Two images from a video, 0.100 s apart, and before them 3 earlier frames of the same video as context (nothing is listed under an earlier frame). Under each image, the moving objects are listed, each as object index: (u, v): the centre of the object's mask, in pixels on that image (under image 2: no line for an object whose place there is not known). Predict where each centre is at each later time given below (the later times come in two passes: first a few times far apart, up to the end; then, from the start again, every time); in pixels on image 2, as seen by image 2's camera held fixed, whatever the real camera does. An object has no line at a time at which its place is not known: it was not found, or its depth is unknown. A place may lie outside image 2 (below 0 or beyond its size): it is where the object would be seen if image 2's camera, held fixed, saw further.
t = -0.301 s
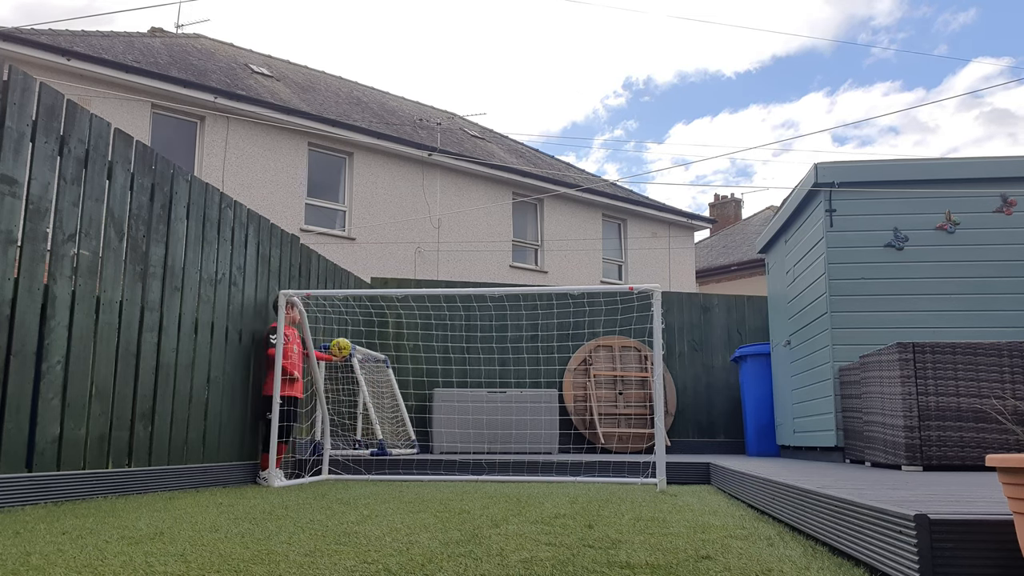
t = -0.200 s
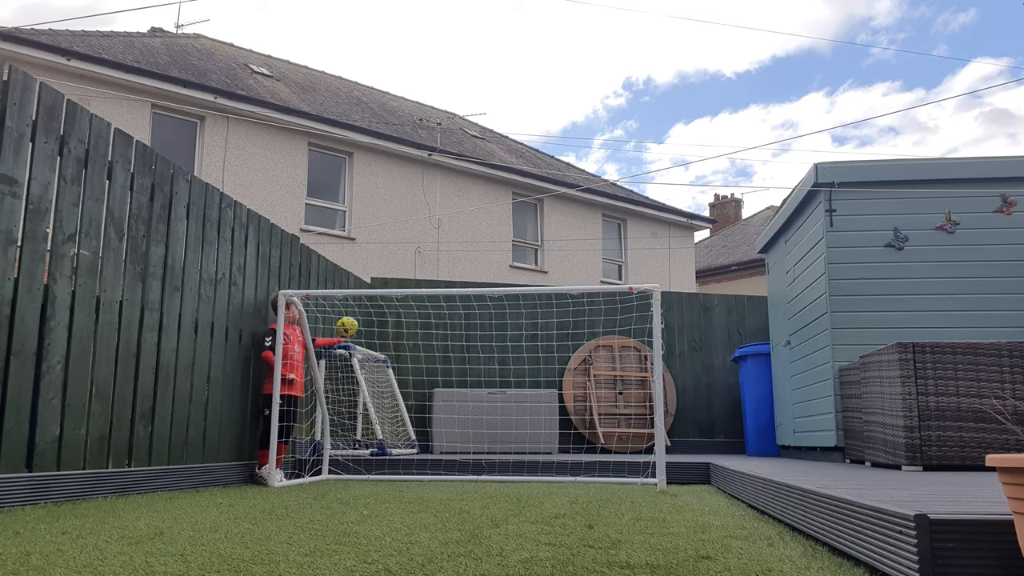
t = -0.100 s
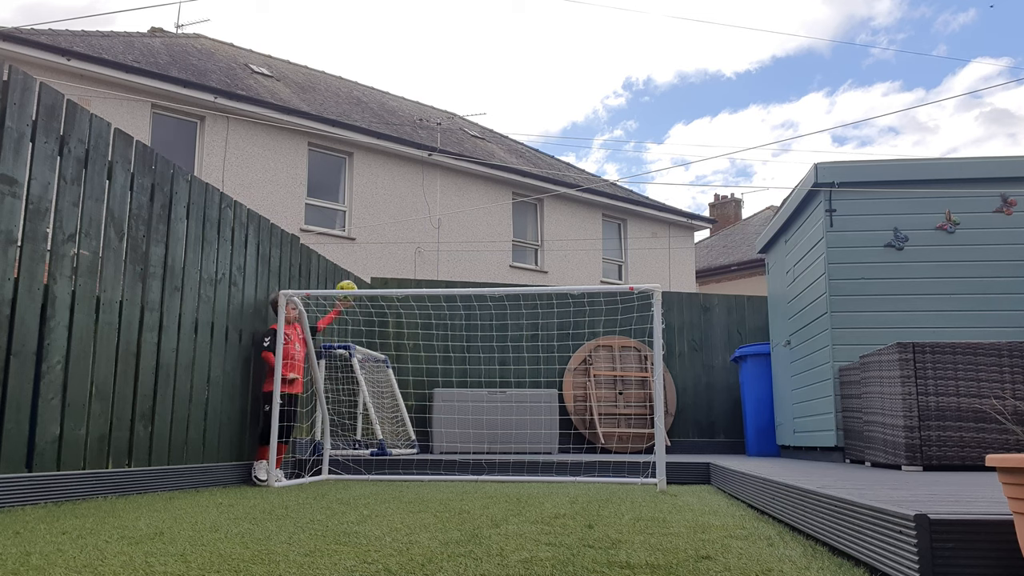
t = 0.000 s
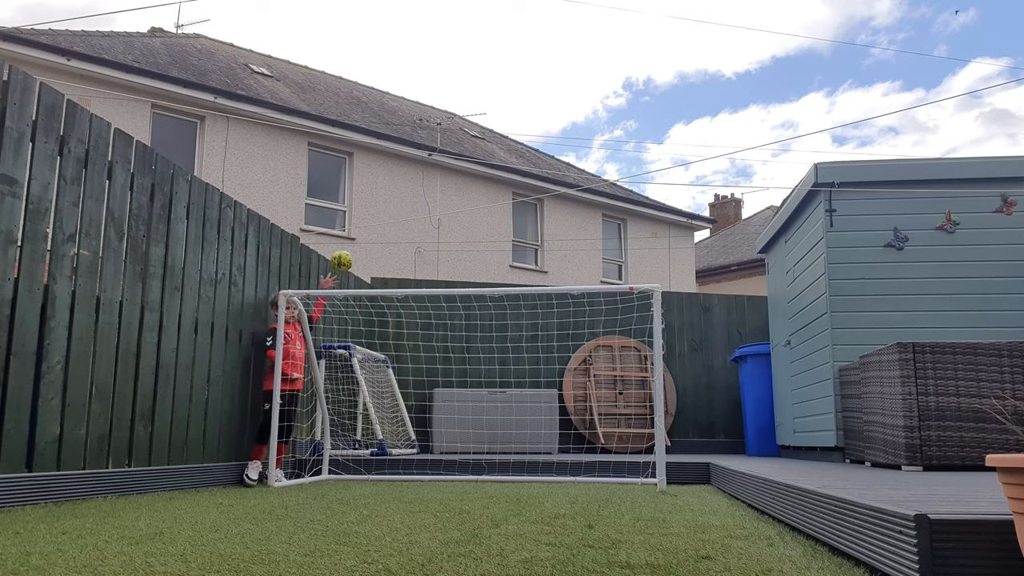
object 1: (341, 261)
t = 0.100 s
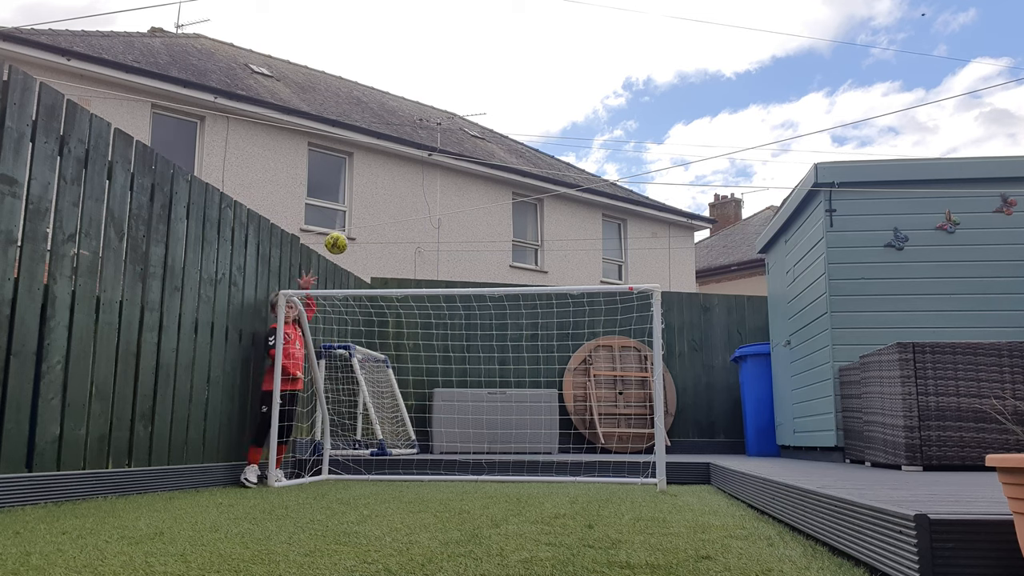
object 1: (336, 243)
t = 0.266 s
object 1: (326, 243)
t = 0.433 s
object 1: (312, 286)
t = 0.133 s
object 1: (334, 240)
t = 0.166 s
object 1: (332, 238)
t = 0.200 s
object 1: (330, 238)
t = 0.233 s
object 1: (328, 240)
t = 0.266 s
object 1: (326, 243)
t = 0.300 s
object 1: (323, 248)
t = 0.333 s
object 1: (320, 254)
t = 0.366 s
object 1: (318, 262)
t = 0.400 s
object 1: (315, 274)
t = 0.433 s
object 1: (312, 286)
